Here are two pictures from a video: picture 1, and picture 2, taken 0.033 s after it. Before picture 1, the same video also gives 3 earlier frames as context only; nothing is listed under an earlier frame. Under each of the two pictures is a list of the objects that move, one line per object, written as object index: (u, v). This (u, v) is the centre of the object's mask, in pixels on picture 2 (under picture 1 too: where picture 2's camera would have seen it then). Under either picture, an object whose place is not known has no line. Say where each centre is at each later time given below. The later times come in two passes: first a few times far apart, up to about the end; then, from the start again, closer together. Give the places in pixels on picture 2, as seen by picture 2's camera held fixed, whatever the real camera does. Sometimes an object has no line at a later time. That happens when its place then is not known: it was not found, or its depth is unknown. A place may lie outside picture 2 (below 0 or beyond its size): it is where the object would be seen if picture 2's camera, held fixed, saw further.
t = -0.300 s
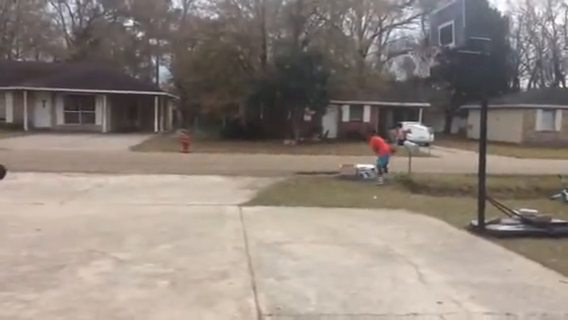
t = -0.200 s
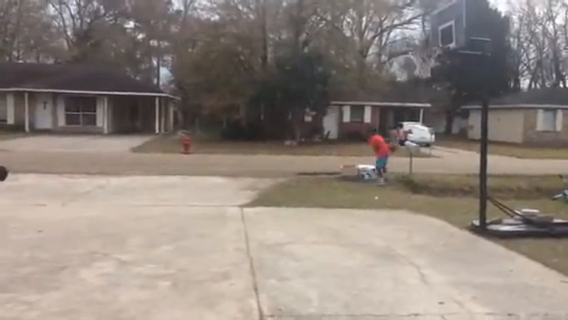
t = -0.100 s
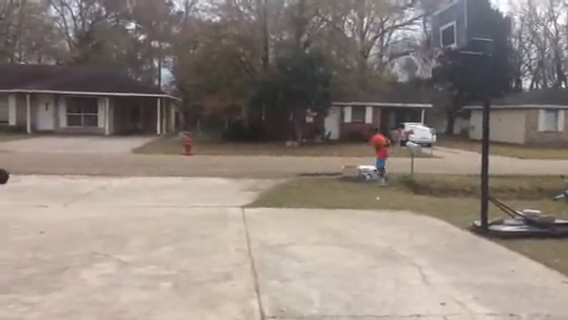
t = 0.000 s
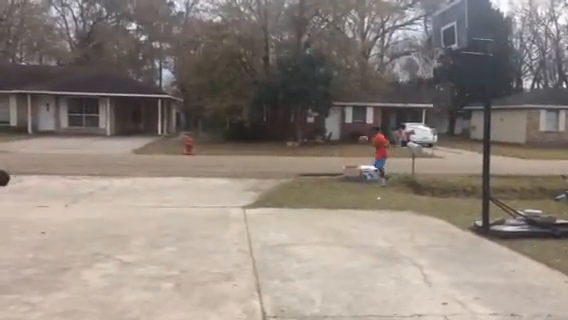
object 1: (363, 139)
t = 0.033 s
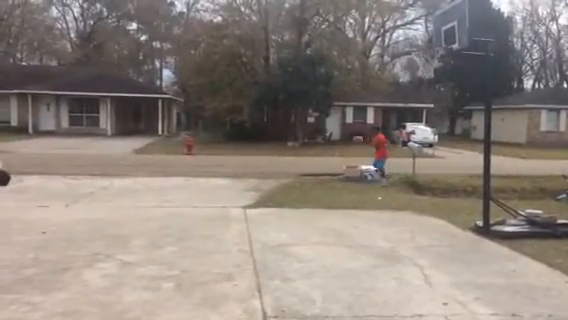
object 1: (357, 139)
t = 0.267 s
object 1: (309, 157)
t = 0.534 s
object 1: (255, 181)
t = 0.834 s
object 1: (208, 159)
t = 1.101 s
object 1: (164, 175)
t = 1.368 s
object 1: (121, 174)
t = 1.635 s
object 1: (75, 172)
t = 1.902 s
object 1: (29, 185)
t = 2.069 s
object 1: (0, 176)
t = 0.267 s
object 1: (309, 157)
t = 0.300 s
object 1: (302, 159)
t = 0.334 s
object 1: (295, 163)
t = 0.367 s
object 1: (288, 169)
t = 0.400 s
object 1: (282, 175)
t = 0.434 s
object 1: (272, 182)
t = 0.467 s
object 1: (264, 188)
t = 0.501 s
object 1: (259, 185)
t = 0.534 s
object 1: (255, 181)
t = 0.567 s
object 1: (250, 176)
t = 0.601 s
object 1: (245, 172)
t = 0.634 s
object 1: (240, 168)
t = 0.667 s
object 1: (234, 166)
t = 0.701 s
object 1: (229, 162)
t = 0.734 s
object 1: (224, 161)
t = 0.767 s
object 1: (219, 160)
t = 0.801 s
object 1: (213, 159)
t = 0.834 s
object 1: (208, 159)
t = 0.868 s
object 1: (203, 159)
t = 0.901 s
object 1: (197, 159)
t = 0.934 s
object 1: (192, 161)
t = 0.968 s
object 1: (186, 163)
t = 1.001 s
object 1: (181, 165)
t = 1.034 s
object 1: (175, 168)
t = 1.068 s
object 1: (170, 171)
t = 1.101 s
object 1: (164, 175)
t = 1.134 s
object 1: (159, 179)
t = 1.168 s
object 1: (154, 184)
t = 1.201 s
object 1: (148, 190)
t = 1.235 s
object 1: (144, 186)
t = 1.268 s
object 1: (138, 182)
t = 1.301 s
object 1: (133, 179)
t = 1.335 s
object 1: (127, 176)
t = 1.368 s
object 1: (121, 174)
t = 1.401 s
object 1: (115, 171)
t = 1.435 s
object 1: (110, 170)
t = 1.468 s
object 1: (104, 170)
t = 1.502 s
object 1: (99, 170)
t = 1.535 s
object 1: (93, 169)
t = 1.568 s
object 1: (87, 170)
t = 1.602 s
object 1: (81, 170)
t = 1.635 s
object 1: (75, 172)
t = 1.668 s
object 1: (70, 174)
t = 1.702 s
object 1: (63, 178)
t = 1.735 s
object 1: (58, 180)
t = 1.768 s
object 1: (52, 185)
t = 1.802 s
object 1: (47, 189)
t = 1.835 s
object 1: (41, 193)
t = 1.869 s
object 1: (35, 189)
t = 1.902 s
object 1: (29, 185)
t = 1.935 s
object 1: (23, 181)
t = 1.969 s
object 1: (18, 179)
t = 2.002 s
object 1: (12, 178)
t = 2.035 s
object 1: (6, 176)
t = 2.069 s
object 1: (0, 176)
